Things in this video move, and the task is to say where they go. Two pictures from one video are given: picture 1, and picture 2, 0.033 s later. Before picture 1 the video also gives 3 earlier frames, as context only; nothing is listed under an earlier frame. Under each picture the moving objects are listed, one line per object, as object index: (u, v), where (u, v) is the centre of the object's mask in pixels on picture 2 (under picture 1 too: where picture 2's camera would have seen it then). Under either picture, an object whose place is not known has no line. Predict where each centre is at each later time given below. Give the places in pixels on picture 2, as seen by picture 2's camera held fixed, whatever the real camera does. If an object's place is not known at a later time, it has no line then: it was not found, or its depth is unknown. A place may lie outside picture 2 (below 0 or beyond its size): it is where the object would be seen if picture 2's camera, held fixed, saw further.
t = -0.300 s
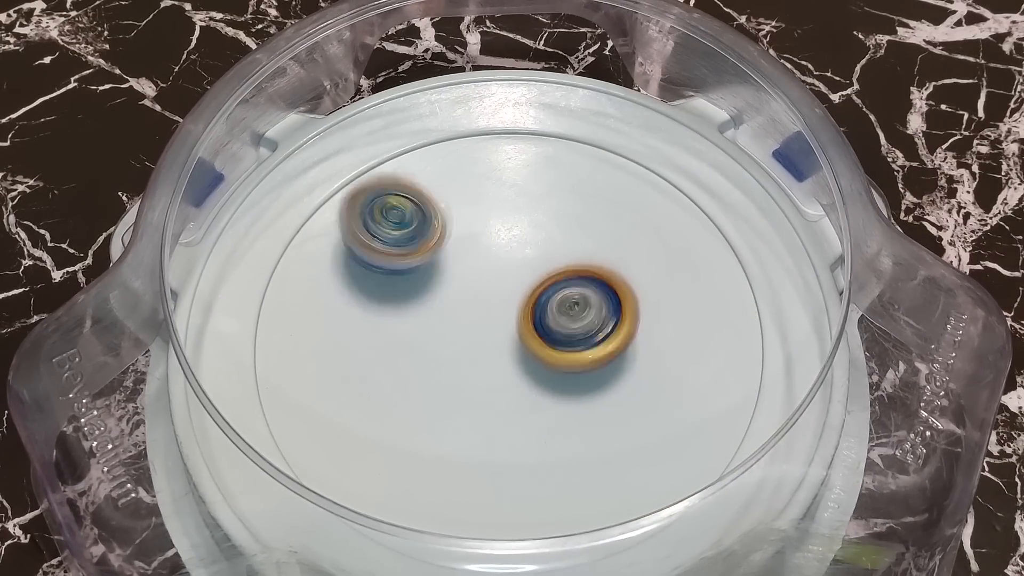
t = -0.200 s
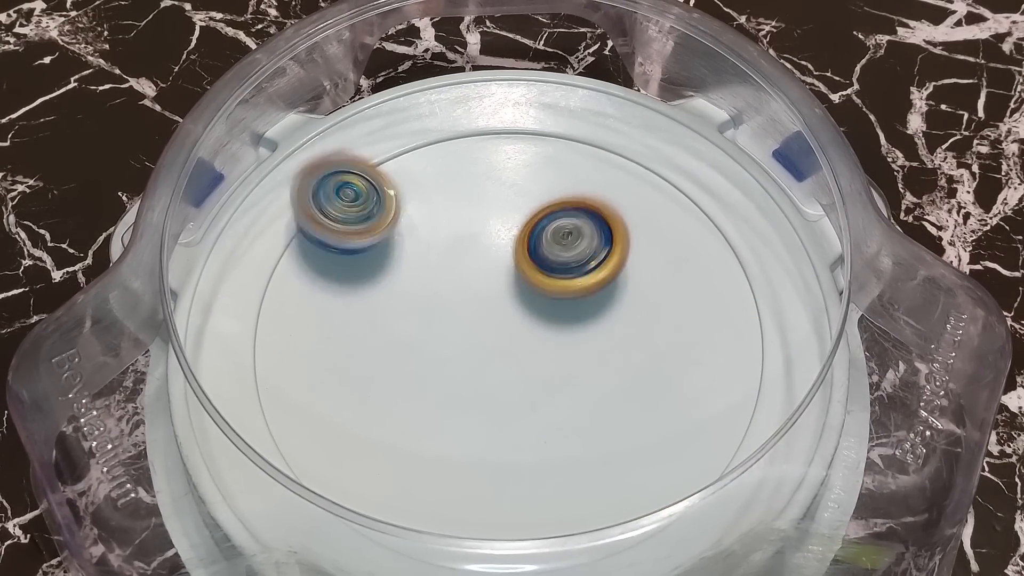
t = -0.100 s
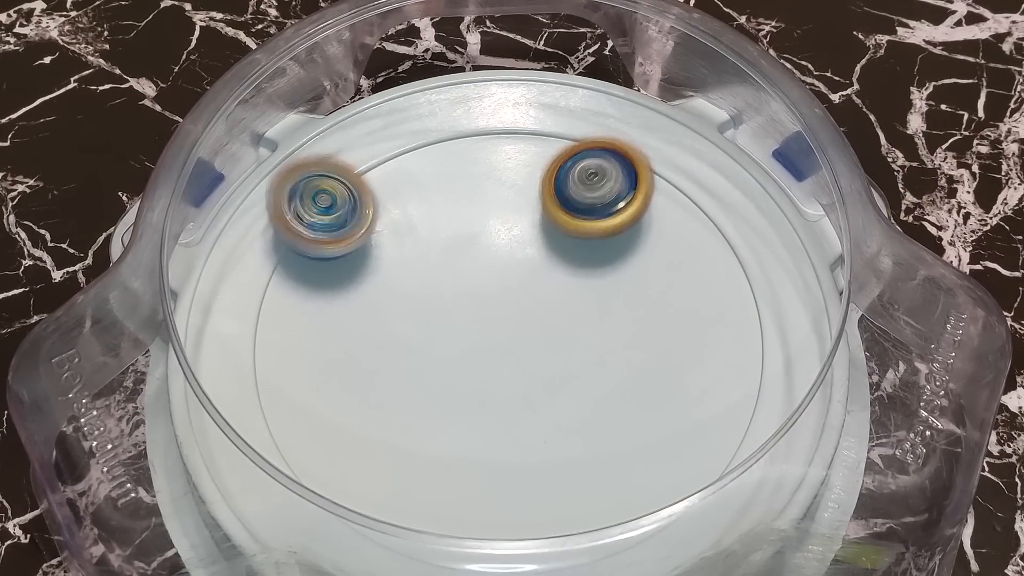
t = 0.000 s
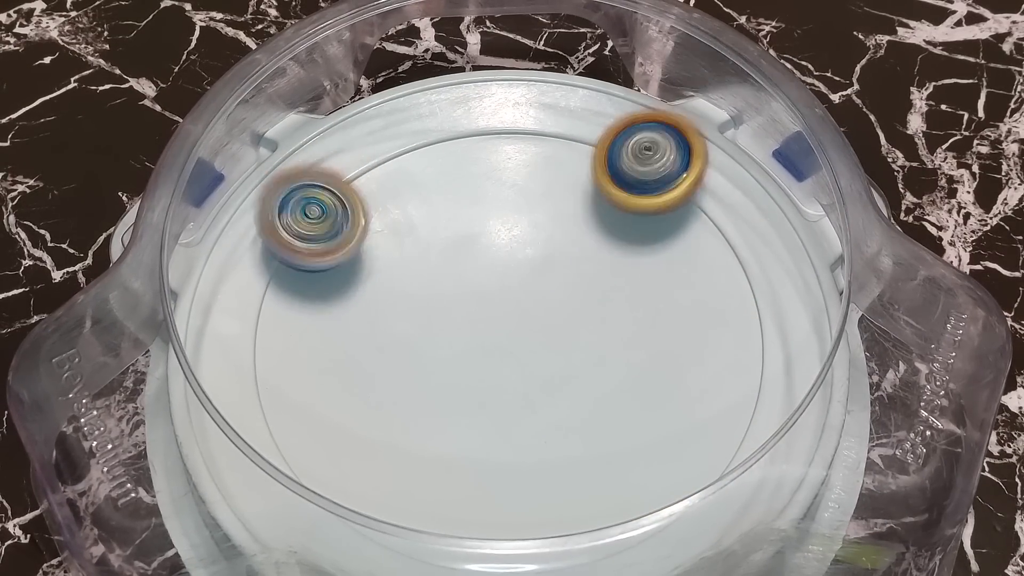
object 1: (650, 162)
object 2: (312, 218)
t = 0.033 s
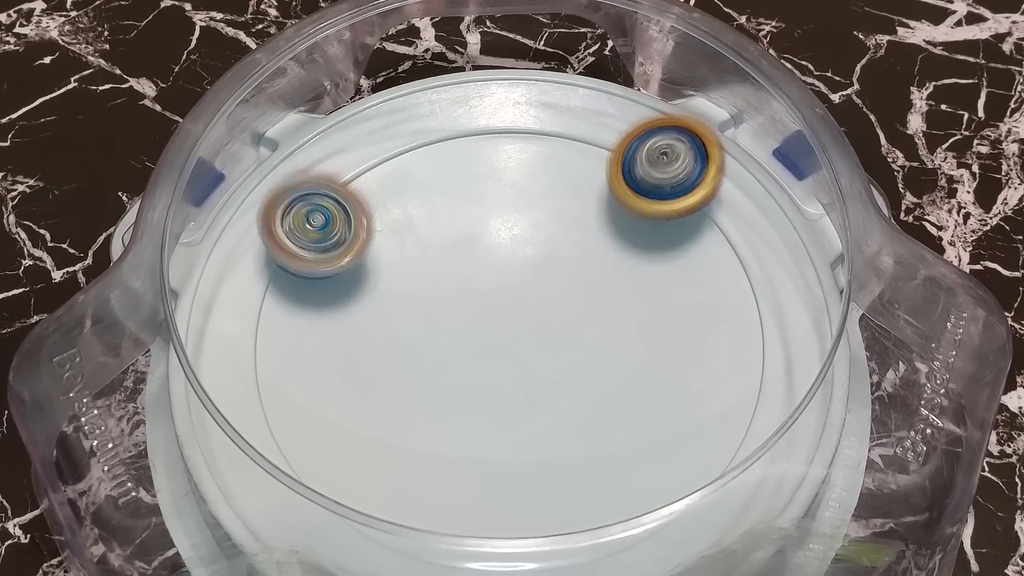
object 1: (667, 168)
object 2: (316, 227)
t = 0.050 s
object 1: (670, 178)
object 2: (317, 231)
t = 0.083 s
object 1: (678, 197)
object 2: (326, 240)
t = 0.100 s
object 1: (681, 207)
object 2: (335, 246)
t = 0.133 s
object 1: (684, 230)
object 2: (350, 257)
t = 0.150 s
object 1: (681, 244)
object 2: (360, 262)
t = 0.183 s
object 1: (667, 272)
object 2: (380, 272)
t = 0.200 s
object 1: (654, 285)
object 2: (390, 275)
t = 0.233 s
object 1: (628, 306)
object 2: (412, 282)
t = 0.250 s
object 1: (611, 316)
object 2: (422, 287)
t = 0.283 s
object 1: (576, 328)
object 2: (442, 291)
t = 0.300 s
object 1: (563, 331)
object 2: (446, 288)
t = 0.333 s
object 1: (559, 334)
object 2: (425, 290)
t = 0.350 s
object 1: (554, 334)
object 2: (416, 287)
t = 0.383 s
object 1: (539, 331)
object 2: (400, 285)
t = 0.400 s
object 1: (531, 329)
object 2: (396, 285)
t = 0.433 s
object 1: (507, 320)
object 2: (389, 289)
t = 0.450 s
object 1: (500, 313)
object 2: (379, 292)
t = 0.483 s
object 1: (489, 298)
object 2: (359, 297)
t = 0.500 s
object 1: (481, 290)
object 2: (351, 301)
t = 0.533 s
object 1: (469, 269)
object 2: (337, 311)
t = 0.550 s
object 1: (464, 258)
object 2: (333, 316)
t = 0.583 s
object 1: (459, 234)
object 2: (327, 327)
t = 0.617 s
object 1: (459, 212)
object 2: (324, 340)
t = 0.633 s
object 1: (461, 200)
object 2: (325, 346)
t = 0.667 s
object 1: (470, 180)
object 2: (331, 359)
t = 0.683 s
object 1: (477, 172)
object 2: (339, 365)
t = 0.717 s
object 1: (495, 157)
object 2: (352, 376)
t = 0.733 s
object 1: (505, 152)
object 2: (362, 378)
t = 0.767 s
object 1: (531, 146)
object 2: (384, 384)
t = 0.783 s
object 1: (543, 147)
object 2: (393, 386)
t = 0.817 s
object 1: (569, 154)
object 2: (416, 384)
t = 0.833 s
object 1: (581, 160)
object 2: (427, 382)
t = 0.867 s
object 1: (600, 180)
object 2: (447, 377)
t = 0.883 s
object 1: (608, 192)
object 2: (458, 373)
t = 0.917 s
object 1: (617, 221)
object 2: (476, 362)
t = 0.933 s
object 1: (618, 233)
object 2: (485, 357)
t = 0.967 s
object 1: (615, 263)
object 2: (500, 349)
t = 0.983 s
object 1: (610, 278)
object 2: (506, 343)
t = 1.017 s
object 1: (626, 280)
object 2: (475, 357)
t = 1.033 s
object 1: (635, 279)
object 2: (458, 369)
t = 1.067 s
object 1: (647, 283)
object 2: (429, 384)
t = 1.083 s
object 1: (649, 287)
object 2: (419, 390)
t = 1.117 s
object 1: (649, 300)
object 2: (402, 403)
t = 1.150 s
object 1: (643, 320)
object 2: (398, 412)
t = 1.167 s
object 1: (635, 330)
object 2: (397, 416)
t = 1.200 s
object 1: (617, 350)
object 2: (399, 427)
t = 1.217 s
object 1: (604, 357)
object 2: (401, 434)
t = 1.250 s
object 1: (578, 368)
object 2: (408, 444)
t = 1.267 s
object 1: (562, 371)
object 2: (414, 449)
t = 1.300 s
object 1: (533, 374)
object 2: (429, 455)
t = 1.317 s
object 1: (519, 372)
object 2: (437, 456)
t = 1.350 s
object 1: (491, 363)
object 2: (449, 467)
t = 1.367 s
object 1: (480, 358)
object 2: (454, 473)
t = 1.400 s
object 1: (455, 343)
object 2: (469, 479)
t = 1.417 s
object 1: (445, 335)
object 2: (478, 480)
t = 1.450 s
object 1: (427, 316)
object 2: (496, 480)
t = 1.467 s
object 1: (418, 307)
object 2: (505, 477)
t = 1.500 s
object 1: (408, 286)
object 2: (519, 470)
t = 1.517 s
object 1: (403, 275)
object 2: (524, 464)
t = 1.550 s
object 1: (400, 254)
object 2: (533, 447)
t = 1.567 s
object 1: (399, 242)
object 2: (538, 438)
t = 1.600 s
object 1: (402, 221)
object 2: (542, 420)
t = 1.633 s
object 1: (411, 200)
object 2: (544, 401)
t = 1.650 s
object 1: (416, 190)
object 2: (543, 391)
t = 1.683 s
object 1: (433, 176)
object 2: (540, 373)
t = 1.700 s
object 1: (443, 168)
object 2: (537, 365)
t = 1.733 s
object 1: (464, 161)
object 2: (532, 348)
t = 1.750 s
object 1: (476, 158)
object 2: (529, 339)
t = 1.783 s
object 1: (501, 158)
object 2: (523, 323)
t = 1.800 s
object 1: (514, 161)
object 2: (519, 316)
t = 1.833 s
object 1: (538, 170)
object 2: (512, 300)
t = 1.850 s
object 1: (549, 177)
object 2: (509, 294)
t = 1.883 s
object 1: (568, 194)
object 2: (500, 282)
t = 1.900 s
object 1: (577, 202)
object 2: (492, 277)
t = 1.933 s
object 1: (611, 196)
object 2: (448, 296)
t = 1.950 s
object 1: (624, 196)
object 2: (427, 305)
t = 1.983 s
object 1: (648, 201)
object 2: (391, 319)
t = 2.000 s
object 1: (657, 206)
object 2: (376, 325)
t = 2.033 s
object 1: (671, 220)
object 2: (353, 336)
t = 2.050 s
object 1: (677, 228)
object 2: (346, 341)
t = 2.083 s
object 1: (685, 248)
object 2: (334, 351)
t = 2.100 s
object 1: (689, 259)
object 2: (329, 355)
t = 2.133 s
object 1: (693, 281)
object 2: (320, 366)
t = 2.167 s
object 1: (691, 305)
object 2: (314, 374)
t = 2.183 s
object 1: (688, 318)
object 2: (313, 379)
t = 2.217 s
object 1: (680, 341)
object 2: (312, 388)
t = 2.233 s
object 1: (671, 353)
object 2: (312, 392)
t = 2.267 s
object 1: (654, 376)
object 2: (315, 401)
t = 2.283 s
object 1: (644, 385)
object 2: (316, 406)
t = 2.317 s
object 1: (619, 400)
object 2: (324, 414)
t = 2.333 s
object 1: (606, 407)
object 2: (332, 417)
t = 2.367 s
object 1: (578, 417)
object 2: (348, 423)
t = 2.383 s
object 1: (565, 422)
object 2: (356, 424)
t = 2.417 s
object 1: (536, 425)
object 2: (377, 422)
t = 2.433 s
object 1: (520, 426)
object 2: (388, 420)
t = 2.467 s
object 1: (514, 417)
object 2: (365, 421)
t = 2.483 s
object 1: (512, 409)
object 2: (354, 424)
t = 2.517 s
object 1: (505, 396)
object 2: (333, 426)
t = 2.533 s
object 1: (498, 391)
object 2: (321, 426)
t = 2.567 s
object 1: (486, 378)
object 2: (308, 424)
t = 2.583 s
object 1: (480, 371)
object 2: (303, 424)
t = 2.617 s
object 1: (465, 358)
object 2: (299, 420)
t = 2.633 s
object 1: (457, 352)
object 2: (297, 418)
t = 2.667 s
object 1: (446, 337)
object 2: (297, 415)
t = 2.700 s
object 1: (435, 321)
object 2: (297, 410)
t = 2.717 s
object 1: (432, 313)
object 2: (299, 406)
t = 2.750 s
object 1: (426, 297)
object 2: (303, 398)
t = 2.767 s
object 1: (424, 288)
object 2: (303, 393)
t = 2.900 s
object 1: (431, 216)
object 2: (338, 340)
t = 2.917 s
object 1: (437, 209)
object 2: (341, 334)
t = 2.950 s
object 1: (448, 197)
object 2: (352, 320)
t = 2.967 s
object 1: (454, 191)
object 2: (358, 313)
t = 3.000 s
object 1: (469, 183)
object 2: (369, 299)
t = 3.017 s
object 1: (478, 181)
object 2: (374, 292)
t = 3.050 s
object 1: (496, 178)
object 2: (386, 280)
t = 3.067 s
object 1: (505, 179)
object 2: (390, 275)
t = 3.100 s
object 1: (523, 184)
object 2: (400, 265)
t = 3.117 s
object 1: (532, 188)
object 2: (405, 260)
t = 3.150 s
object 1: (548, 199)
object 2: (415, 251)
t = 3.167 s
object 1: (555, 206)
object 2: (419, 245)
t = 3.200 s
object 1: (566, 222)
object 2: (430, 237)
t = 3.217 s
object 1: (571, 231)
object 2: (434, 234)
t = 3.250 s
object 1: (577, 249)
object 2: (444, 227)
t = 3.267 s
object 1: (578, 257)
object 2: (450, 223)
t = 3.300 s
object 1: (578, 276)
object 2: (460, 216)
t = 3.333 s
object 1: (575, 295)
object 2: (469, 209)
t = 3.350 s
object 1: (573, 305)
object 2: (475, 205)
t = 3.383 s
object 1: (565, 322)
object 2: (486, 199)
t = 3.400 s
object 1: (561, 329)
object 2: (491, 197)
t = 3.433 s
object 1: (550, 346)
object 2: (501, 193)
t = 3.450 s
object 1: (543, 353)
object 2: (508, 190)
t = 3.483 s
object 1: (529, 367)
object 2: (518, 188)
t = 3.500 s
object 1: (522, 372)
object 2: (522, 186)
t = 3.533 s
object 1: (506, 383)
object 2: (532, 184)
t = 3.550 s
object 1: (496, 390)
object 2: (537, 185)
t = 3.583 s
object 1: (478, 398)
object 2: (547, 185)
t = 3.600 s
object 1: (470, 400)
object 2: (553, 184)
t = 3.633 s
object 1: (452, 403)
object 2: (562, 184)
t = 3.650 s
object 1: (441, 403)
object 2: (566, 186)
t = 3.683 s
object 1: (422, 401)
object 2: (575, 189)
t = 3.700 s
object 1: (413, 398)
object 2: (581, 191)
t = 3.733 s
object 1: (395, 392)
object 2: (590, 196)
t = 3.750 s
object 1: (386, 386)
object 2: (594, 196)
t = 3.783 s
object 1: (373, 373)
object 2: (604, 202)
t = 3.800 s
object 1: (368, 367)
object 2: (609, 207)
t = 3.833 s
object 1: (361, 350)
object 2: (617, 214)
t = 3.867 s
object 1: (359, 332)
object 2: (625, 222)
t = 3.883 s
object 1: (361, 322)
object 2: (629, 225)
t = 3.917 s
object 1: (369, 305)
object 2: (637, 234)
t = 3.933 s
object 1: (374, 298)
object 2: (639, 239)
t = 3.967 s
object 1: (388, 283)
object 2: (646, 248)
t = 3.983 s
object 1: (398, 278)
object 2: (649, 254)
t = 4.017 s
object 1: (416, 267)
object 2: (655, 264)
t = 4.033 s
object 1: (425, 262)
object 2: (657, 268)
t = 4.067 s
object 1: (447, 256)
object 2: (661, 279)
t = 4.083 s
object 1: (457, 255)
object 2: (662, 285)
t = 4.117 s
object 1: (479, 252)
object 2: (664, 297)
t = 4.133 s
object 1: (491, 251)
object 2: (666, 302)
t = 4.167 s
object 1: (513, 251)
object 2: (665, 314)
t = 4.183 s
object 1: (522, 252)
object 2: (663, 321)
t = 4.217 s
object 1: (543, 256)
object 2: (661, 332)
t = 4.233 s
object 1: (553, 258)
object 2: (661, 337)
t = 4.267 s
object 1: (572, 264)
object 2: (656, 346)
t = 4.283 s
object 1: (580, 267)
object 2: (653, 351)
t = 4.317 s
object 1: (594, 271)
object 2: (653, 365)
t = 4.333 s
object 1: (599, 274)
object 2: (653, 371)
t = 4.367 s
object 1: (612, 281)
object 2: (652, 382)
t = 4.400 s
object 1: (626, 290)
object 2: (650, 392)
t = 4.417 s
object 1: (632, 295)
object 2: (649, 400)
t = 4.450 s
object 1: (641, 302)
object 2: (647, 414)
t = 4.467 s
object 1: (644, 308)
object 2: (647, 420)
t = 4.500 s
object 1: (647, 320)
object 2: (644, 431)
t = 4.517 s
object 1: (647, 326)
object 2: (642, 434)
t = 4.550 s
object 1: (640, 337)
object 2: (637, 443)
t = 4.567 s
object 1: (635, 338)
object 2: (630, 450)
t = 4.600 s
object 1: (623, 335)
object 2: (618, 463)
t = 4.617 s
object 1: (615, 332)
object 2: (614, 468)
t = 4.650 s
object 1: (600, 325)
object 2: (604, 473)
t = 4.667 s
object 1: (594, 321)
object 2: (598, 475)
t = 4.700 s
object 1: (583, 309)
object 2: (588, 478)
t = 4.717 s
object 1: (578, 301)
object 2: (583, 479)
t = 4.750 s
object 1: (572, 289)
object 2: (572, 480)
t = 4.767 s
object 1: (567, 283)
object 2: (565, 479)
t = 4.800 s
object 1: (561, 271)
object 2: (552, 478)
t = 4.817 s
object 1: (560, 265)
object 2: (546, 477)
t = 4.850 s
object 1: (556, 252)
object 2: (533, 474)
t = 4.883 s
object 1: (556, 240)
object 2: (518, 469)
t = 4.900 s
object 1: (557, 234)
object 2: (510, 466)
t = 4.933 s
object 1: (557, 224)
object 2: (496, 458)
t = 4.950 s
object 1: (558, 219)
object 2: (490, 451)
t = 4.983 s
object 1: (563, 211)
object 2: (477, 439)
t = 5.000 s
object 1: (566, 209)
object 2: (472, 434)
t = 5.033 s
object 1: (574, 206)
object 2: (461, 421)
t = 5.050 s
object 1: (579, 206)
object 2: (457, 414)
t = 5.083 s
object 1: (583, 209)
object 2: (449, 400)
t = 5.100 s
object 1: (584, 210)
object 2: (445, 393)
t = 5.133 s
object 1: (584, 217)
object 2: (439, 381)
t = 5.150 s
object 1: (584, 221)
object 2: (437, 373)
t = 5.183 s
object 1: (579, 230)
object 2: (433, 360)
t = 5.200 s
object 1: (576, 233)
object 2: (432, 354)
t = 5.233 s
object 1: (567, 243)
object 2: (430, 341)
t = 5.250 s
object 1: (562, 246)
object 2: (430, 334)
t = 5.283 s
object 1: (551, 255)
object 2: (430, 322)
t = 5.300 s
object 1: (543, 260)
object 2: (431, 316)
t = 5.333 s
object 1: (533, 263)
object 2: (424, 307)
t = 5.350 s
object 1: (532, 261)
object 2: (416, 305)
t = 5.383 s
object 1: (529, 259)
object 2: (406, 298)
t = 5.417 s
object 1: (526, 257)
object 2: (401, 290)
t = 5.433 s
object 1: (524, 258)
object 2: (401, 283)
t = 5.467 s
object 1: (520, 255)
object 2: (401, 272)
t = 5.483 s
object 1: (520, 255)
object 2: (402, 268)
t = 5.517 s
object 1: (526, 252)
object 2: (390, 257)
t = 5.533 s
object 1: (528, 251)
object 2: (384, 253)
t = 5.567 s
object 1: (535, 251)
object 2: (379, 245)
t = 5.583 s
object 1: (536, 253)
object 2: (378, 241)
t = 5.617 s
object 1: (541, 256)
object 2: (377, 233)
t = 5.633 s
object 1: (542, 259)
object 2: (378, 228)
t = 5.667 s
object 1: (543, 265)
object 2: (380, 221)
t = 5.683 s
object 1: (544, 269)
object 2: (383, 217)
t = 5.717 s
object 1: (542, 276)
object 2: (387, 211)
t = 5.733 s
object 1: (542, 277)
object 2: (389, 208)
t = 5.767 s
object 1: (539, 285)
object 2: (396, 202)
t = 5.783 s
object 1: (536, 289)
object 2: (400, 199)
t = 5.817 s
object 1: (530, 293)
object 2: (408, 194)
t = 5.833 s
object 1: (528, 296)
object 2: (413, 192)
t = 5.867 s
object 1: (521, 302)
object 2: (422, 188)
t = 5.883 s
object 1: (517, 306)
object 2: (426, 187)
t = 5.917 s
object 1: (511, 308)
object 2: (438, 185)
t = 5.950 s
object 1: (502, 311)
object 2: (451, 184)
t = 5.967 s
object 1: (496, 312)
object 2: (456, 183)
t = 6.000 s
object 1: (489, 310)
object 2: (469, 183)
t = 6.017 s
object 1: (485, 310)
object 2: (476, 184)
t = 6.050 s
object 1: (474, 309)
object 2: (488, 186)
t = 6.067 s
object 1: (471, 306)
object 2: (494, 188)
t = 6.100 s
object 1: (467, 301)
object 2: (506, 193)
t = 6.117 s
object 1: (464, 298)
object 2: (512, 196)
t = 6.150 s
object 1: (462, 293)
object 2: (524, 200)
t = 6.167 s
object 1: (463, 290)
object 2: (530, 203)
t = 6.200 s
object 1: (463, 286)
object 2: (543, 208)
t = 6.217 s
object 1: (459, 288)
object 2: (555, 205)
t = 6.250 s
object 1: (454, 292)
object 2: (575, 205)
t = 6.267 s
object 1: (451, 293)
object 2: (582, 206)
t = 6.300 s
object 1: (448, 293)
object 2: (595, 209)
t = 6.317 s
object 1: (447, 294)
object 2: (601, 210)
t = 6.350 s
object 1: (444, 294)
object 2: (612, 213)
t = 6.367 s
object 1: (445, 294)
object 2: (616, 216)
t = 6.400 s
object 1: (445, 296)
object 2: (625, 221)
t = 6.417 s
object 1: (446, 296)
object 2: (629, 224)
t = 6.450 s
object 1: (450, 300)
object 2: (637, 231)
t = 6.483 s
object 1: (452, 302)
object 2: (645, 237)
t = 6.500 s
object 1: (455, 303)
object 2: (648, 240)
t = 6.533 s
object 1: (457, 307)
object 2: (652, 250)
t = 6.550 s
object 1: (459, 309)
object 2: (655, 255)
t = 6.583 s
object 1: (464, 313)
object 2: (660, 265)
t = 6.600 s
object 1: (465, 315)
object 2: (660, 270)
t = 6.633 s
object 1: (469, 318)
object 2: (661, 282)
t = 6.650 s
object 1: (473, 319)
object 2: (661, 288)
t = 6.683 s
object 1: (476, 323)
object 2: (660, 299)
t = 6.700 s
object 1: (478, 325)
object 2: (659, 305)
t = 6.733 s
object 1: (483, 329)
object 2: (655, 316)
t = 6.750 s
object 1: (484, 330)
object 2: (651, 322)
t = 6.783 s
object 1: (490, 334)
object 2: (644, 334)
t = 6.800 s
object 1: (492, 335)
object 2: (640, 338)
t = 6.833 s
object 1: (497, 338)
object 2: (632, 347)
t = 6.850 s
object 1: (500, 341)
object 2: (628, 351)
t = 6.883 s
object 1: (491, 341)
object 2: (635, 362)
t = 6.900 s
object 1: (488, 341)
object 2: (638, 368)
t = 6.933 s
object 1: (480, 340)
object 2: (641, 376)
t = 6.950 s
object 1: (479, 337)
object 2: (640, 380)
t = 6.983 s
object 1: (475, 334)
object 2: (637, 389)
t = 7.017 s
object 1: (474, 328)
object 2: (631, 401)
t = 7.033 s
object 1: (474, 325)
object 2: (629, 404)
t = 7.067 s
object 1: (474, 318)
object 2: (622, 411)
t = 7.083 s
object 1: (476, 316)
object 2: (617, 415)
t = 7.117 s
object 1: (479, 311)
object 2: (607, 422)
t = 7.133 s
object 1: (481, 308)
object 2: (602, 424)
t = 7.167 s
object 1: (487, 303)
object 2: (590, 427)
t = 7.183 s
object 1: (490, 301)
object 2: (584, 428)
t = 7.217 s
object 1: (497, 298)
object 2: (571, 431)
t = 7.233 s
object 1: (500, 297)
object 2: (565, 431)
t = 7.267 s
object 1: (508, 295)
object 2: (552, 428)
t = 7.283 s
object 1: (512, 293)
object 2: (544, 427)
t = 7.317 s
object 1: (521, 292)
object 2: (532, 425)
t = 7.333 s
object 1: (525, 292)
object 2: (526, 422)
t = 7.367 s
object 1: (533, 292)
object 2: (514, 414)
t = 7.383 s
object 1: (537, 294)
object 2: (508, 412)
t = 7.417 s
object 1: (542, 297)
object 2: (497, 406)
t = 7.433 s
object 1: (547, 297)
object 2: (493, 402)
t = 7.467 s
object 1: (551, 300)
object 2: (483, 394)
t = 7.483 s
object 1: (554, 303)
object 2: (477, 390)
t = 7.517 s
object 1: (557, 307)
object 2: (470, 383)
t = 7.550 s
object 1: (560, 312)
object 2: (462, 373)
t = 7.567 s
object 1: (560, 313)
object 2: (456, 367)
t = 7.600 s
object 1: (569, 312)
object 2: (440, 360)
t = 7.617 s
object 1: (573, 311)
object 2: (435, 356)
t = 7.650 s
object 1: (580, 310)
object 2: (425, 346)
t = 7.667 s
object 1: (583, 311)
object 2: (421, 342)
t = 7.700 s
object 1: (587, 312)
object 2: (416, 334)
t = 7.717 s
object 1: (591, 313)
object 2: (414, 329)
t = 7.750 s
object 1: (593, 313)
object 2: (407, 318)
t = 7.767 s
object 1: (595, 315)
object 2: (406, 314)
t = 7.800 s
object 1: (595, 317)
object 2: (406, 304)
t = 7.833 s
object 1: (595, 318)
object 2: (404, 293)
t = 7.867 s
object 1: (593, 318)
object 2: (406, 284)
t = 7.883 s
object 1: (591, 319)
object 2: (408, 279)
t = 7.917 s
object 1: (586, 317)
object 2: (409, 268)
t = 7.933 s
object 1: (583, 317)
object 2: (411, 264)
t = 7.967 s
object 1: (578, 314)
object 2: (418, 256)
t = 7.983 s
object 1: (574, 314)
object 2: (419, 251)
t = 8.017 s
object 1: (568, 310)
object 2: (425, 243)
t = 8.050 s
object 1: (561, 309)
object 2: (434, 236)
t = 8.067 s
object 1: (558, 305)
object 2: (437, 232)
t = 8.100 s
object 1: (551, 302)
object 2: (445, 227)
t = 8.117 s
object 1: (545, 298)
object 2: (450, 225)
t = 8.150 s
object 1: (541, 296)
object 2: (459, 216)
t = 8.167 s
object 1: (539, 294)
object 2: (461, 210)
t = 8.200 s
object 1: (537, 293)
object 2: (470, 204)
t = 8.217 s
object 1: (537, 292)
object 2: (473, 198)
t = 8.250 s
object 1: (538, 294)
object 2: (478, 188)
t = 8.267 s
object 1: (538, 293)
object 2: (481, 185)
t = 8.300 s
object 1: (539, 296)
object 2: (489, 179)
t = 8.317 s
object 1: (538, 296)
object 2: (493, 176)
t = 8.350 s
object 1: (538, 300)
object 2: (501, 173)
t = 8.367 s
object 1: (536, 301)
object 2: (507, 171)
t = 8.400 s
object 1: (533, 304)
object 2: (514, 167)
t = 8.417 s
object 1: (531, 303)
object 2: (520, 169)
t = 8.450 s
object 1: (528, 306)
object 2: (530, 168)
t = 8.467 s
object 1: (524, 306)
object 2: (534, 169)
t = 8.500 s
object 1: (521, 307)
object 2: (544, 172)
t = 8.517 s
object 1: (519, 306)
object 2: (548, 174)
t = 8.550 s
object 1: (515, 306)
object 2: (557, 179)
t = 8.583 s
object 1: (512, 304)
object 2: (566, 184)
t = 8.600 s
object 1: (510, 303)
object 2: (569, 188)
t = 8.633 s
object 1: (506, 300)
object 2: (576, 197)
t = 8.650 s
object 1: (506, 298)
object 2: (579, 200)
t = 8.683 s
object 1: (504, 295)
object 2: (583, 211)
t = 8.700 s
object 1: (503, 295)
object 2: (586, 216)
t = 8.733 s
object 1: (501, 295)
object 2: (593, 221)
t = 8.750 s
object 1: (501, 294)
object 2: (596, 225)
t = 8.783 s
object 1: (500, 295)
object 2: (601, 233)
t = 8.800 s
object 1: (499, 295)
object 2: (605, 238)
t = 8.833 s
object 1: (497, 297)
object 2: (607, 248)
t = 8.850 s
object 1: (494, 298)
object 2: (612, 251)
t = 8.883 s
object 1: (489, 300)
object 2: (617, 261)
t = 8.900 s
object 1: (487, 299)
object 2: (617, 267)
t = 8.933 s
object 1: (482, 300)
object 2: (620, 276)
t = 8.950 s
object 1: (481, 300)
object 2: (620, 280)
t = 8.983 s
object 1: (476, 300)
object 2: (620, 292)
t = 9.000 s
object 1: (477, 298)
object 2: (619, 296)
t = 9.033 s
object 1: (473, 297)
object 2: (614, 307)
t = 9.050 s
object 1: (473, 298)
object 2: (614, 311)
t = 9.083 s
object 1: (471, 296)
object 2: (608, 320)
